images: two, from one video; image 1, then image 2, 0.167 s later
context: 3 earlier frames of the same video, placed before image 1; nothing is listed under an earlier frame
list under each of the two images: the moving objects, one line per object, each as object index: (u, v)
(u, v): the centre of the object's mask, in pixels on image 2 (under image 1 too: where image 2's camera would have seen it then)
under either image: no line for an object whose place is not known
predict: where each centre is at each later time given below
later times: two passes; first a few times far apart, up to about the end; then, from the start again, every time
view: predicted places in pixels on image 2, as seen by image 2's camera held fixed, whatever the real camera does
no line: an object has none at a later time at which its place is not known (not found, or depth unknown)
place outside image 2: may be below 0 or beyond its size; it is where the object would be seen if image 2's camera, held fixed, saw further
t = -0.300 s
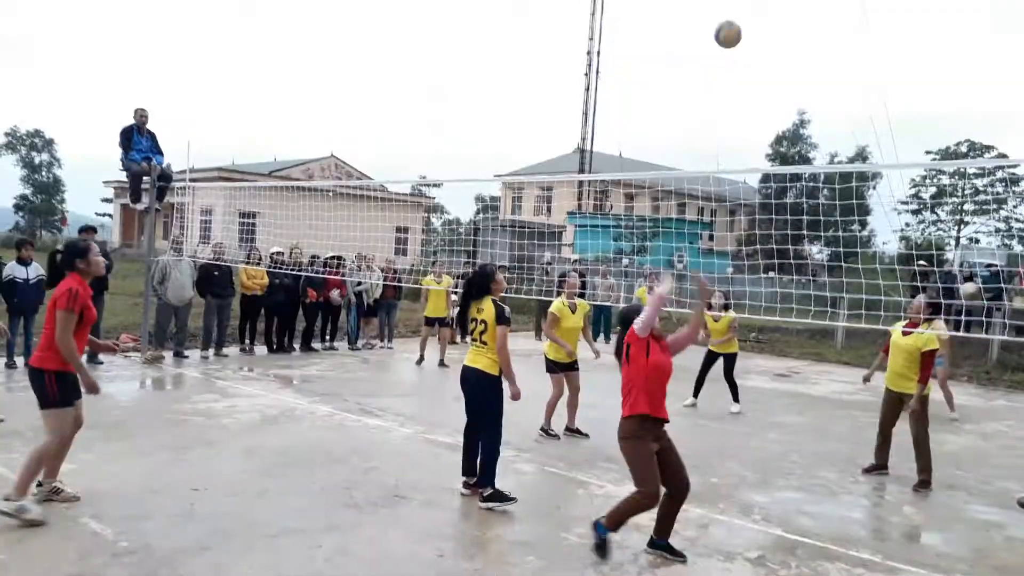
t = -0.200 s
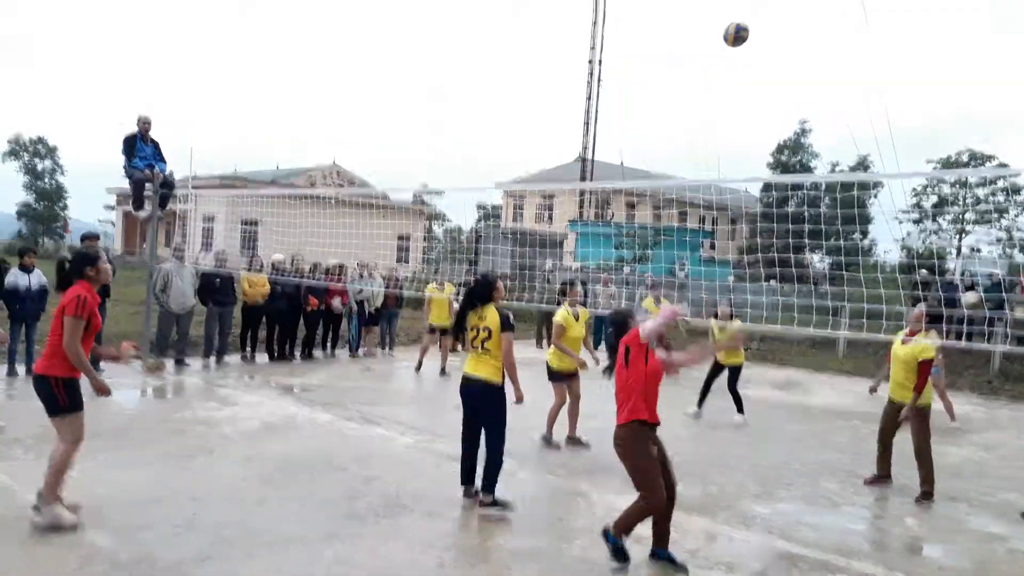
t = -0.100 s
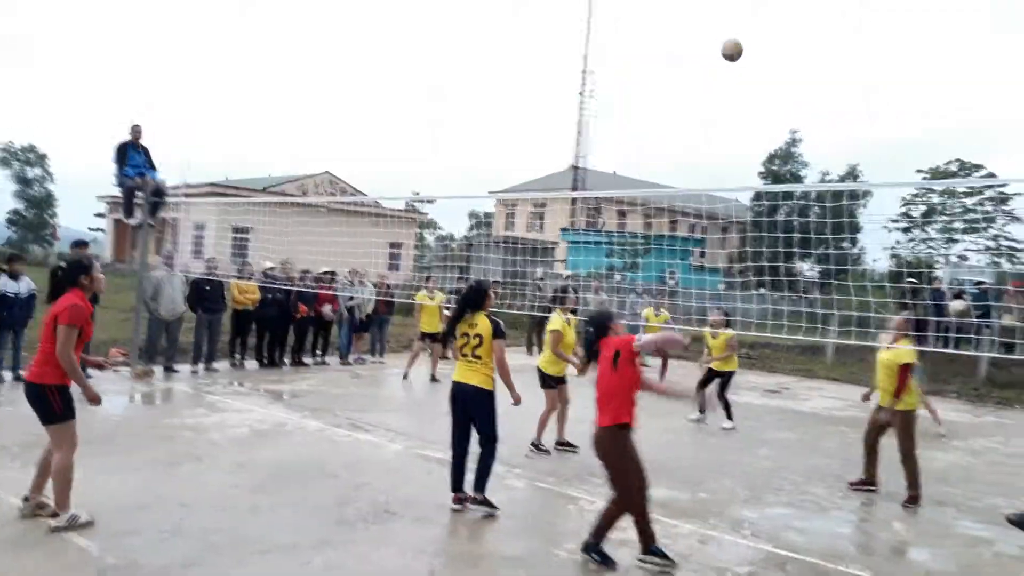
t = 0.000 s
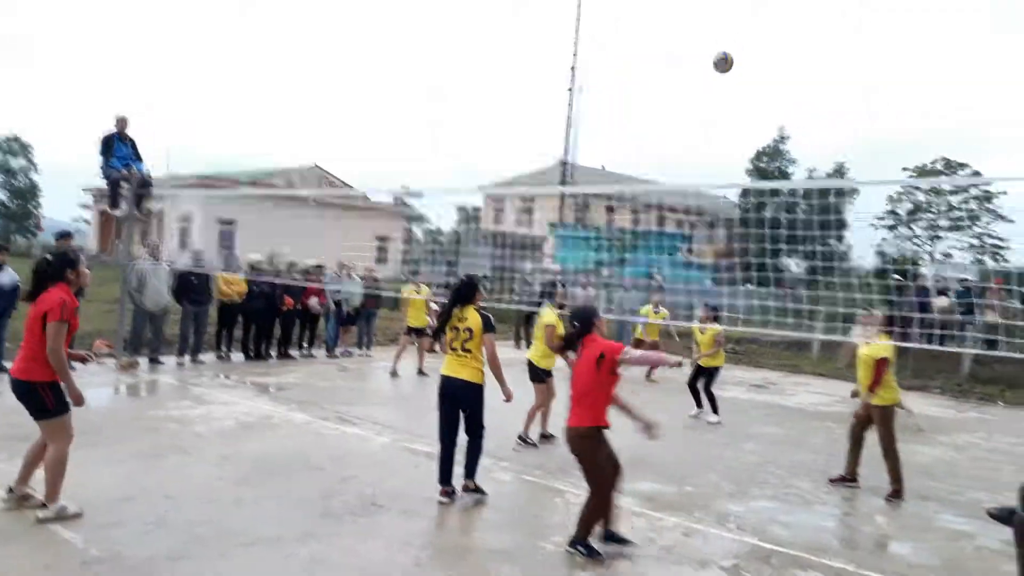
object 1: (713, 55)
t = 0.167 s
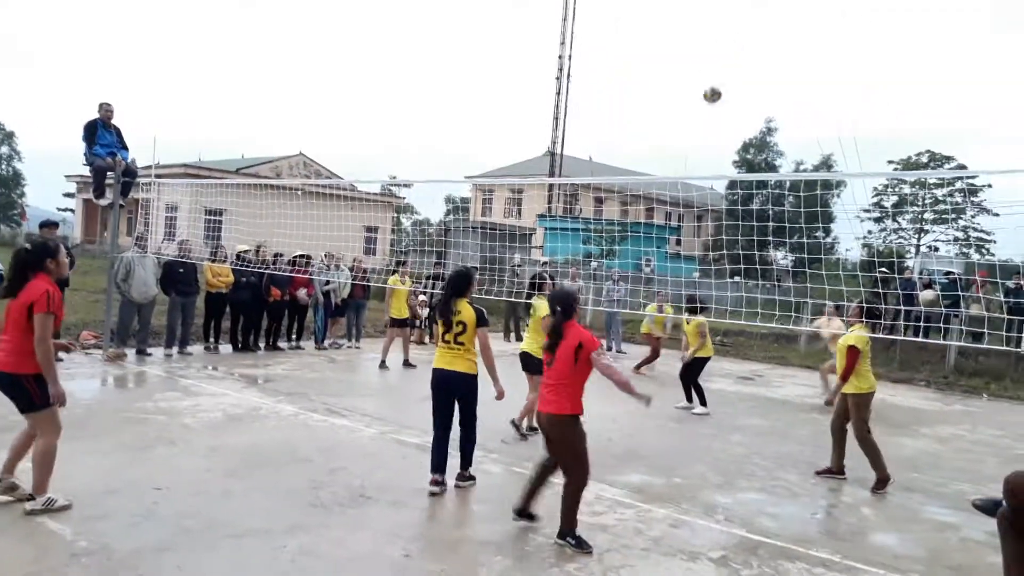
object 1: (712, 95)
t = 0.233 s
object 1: (712, 116)
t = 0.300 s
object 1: (711, 139)
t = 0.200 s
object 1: (712, 104)
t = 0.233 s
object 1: (712, 116)
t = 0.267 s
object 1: (711, 127)
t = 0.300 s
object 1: (711, 139)
